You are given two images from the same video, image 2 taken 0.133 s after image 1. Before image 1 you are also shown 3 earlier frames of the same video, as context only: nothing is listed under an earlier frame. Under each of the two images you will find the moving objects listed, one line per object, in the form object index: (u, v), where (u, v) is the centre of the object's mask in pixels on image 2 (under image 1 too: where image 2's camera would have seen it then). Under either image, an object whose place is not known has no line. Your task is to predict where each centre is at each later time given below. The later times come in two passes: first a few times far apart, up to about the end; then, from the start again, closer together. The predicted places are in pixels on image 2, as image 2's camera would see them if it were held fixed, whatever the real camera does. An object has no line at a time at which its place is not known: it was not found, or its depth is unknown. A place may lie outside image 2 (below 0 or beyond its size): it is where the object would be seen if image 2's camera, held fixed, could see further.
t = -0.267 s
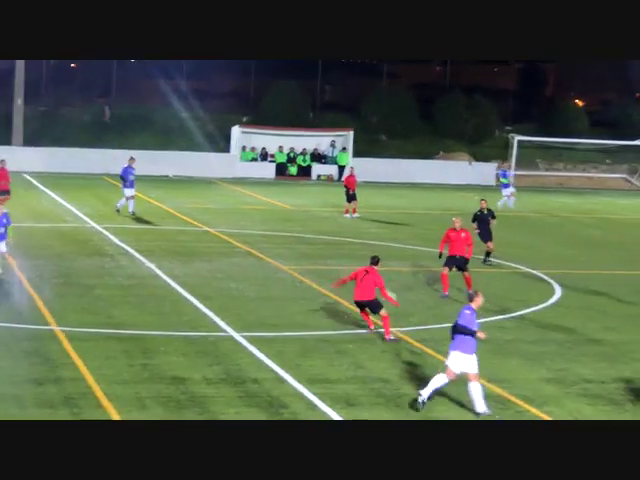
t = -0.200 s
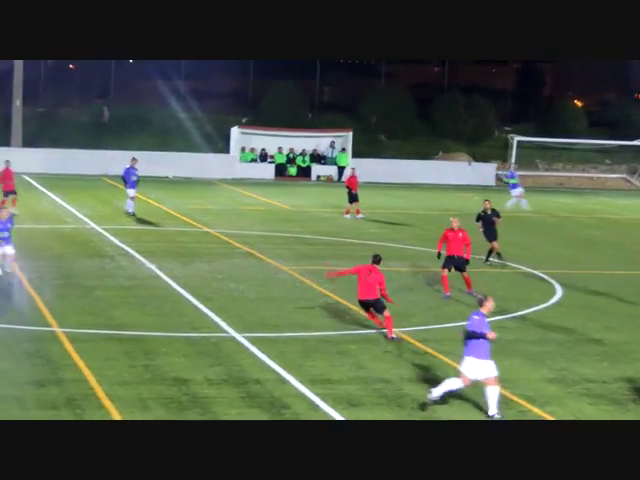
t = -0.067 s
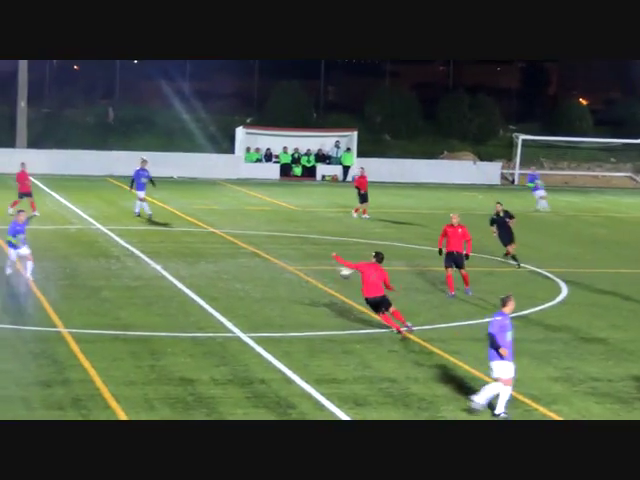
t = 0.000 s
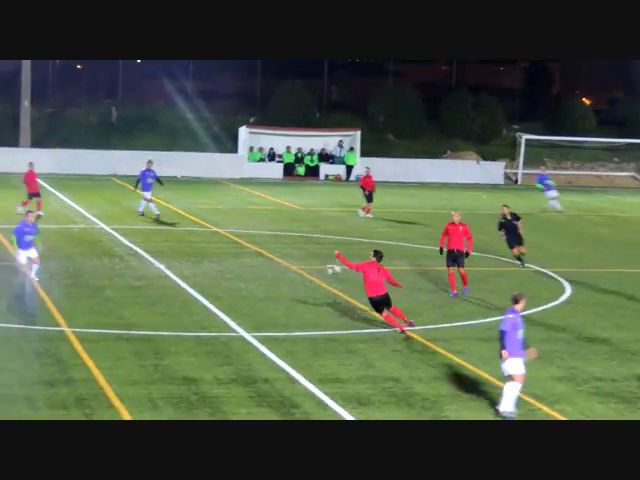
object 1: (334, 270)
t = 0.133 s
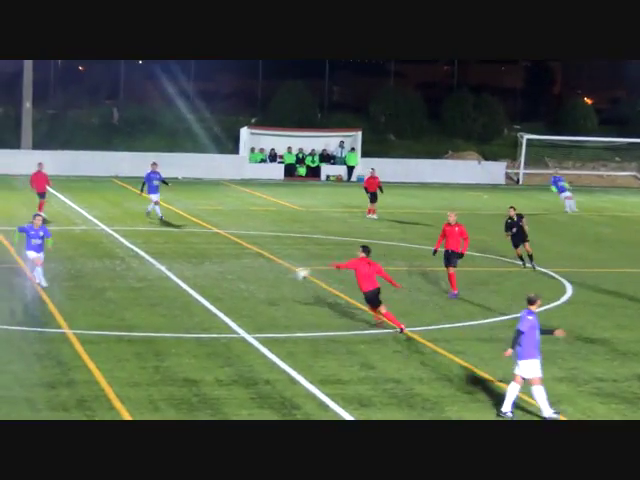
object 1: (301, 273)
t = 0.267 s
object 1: (270, 285)
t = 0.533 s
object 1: (205, 309)
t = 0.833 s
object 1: (132, 301)
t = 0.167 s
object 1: (293, 276)
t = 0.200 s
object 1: (286, 278)
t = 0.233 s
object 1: (278, 281)
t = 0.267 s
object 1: (270, 285)
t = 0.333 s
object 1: (254, 296)
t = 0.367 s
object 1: (246, 302)
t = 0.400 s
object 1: (238, 309)
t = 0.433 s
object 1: (231, 317)
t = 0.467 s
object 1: (222, 320)
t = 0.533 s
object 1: (205, 309)
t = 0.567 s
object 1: (198, 307)
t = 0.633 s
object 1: (181, 301)
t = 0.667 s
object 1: (173, 300)
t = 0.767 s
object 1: (148, 299)
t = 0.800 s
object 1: (140, 299)
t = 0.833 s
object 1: (132, 301)
